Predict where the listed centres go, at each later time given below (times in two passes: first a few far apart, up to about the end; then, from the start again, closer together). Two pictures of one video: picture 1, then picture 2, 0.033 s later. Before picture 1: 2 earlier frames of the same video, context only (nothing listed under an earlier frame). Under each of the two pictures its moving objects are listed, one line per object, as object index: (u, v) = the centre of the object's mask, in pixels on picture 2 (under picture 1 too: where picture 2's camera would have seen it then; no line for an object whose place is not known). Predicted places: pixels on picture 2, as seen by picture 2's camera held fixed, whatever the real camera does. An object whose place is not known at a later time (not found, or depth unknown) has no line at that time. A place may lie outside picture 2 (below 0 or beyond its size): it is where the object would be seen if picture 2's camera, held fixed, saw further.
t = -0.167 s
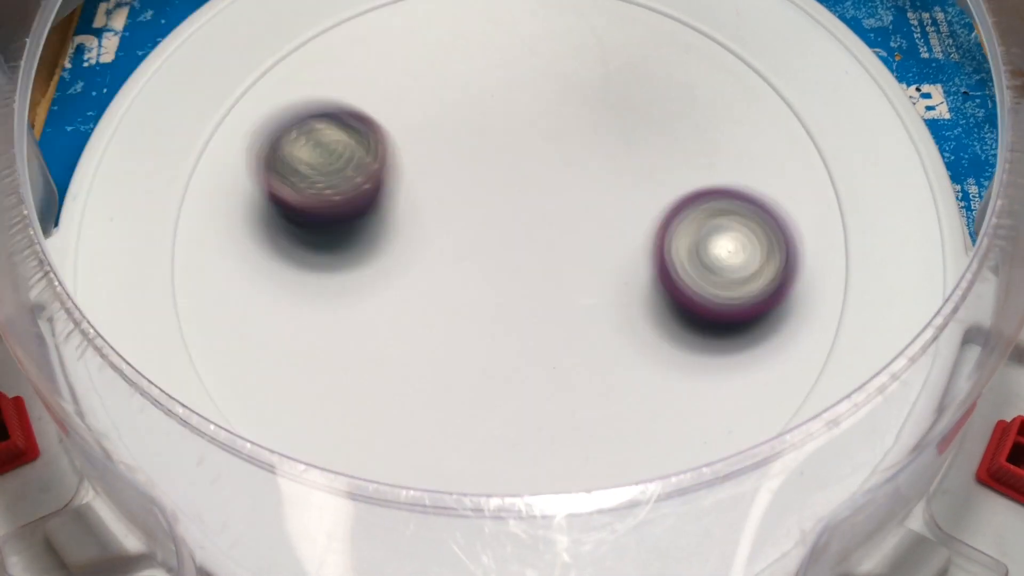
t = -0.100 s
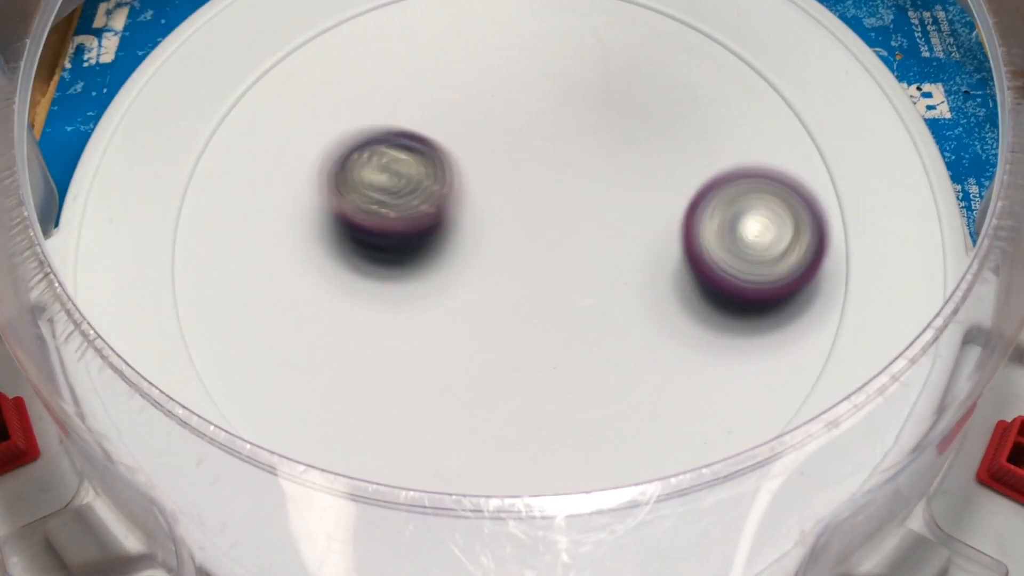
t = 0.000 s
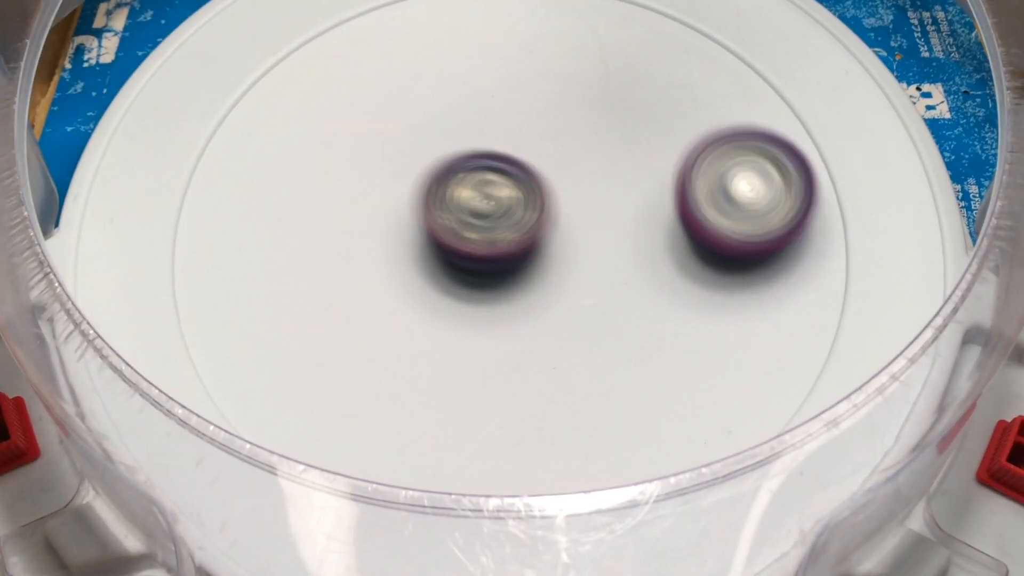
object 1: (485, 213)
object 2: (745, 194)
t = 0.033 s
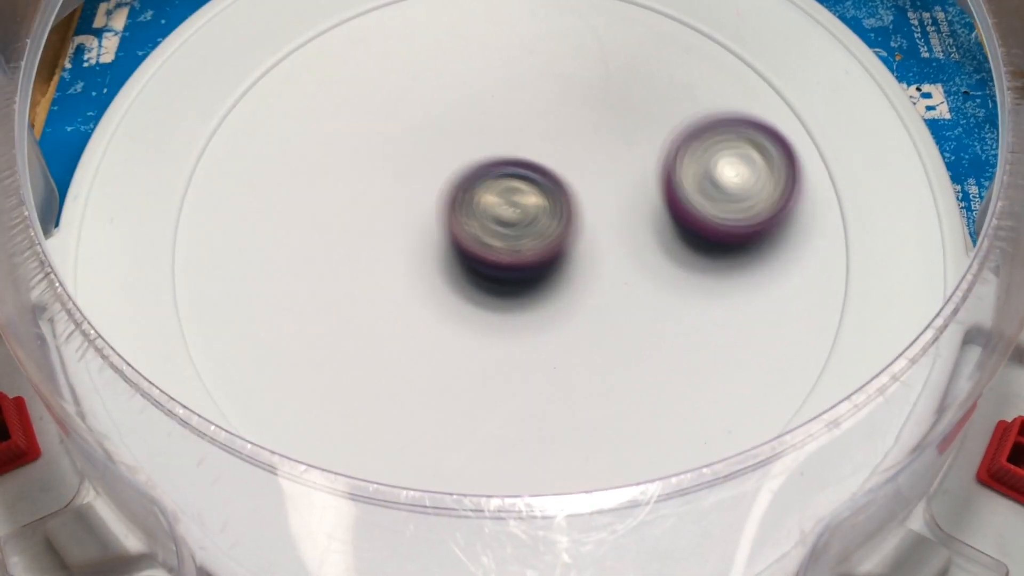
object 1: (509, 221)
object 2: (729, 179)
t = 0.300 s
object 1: (541, 199)
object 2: (541, 68)
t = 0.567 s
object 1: (428, 286)
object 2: (429, 155)
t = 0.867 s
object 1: (603, 380)
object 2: (696, 184)
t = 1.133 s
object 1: (586, 182)
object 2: (657, 8)
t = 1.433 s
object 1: (247, 204)
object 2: (378, 29)
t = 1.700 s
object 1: (253, 491)
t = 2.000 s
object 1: (737, 363)
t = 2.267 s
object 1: (582, 65)
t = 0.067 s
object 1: (530, 227)
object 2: (710, 163)
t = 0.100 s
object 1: (546, 230)
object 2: (689, 145)
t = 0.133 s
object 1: (556, 229)
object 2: (664, 127)
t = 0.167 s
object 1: (561, 227)
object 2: (639, 110)
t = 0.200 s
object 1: (561, 222)
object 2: (614, 94)
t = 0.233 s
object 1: (557, 215)
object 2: (590, 80)
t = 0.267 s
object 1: (550, 207)
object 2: (565, 70)
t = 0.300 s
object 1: (541, 199)
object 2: (541, 68)
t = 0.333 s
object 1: (528, 191)
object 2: (515, 72)
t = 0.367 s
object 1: (512, 195)
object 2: (492, 74)
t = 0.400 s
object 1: (493, 200)
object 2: (471, 79)
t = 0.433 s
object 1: (474, 208)
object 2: (453, 90)
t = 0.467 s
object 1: (455, 227)
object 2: (440, 98)
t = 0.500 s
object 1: (441, 247)
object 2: (430, 112)
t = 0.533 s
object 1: (432, 267)
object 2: (426, 131)
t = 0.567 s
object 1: (428, 286)
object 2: (429, 155)
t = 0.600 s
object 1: (432, 309)
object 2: (442, 182)
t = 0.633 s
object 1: (439, 338)
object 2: (467, 204)
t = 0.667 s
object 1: (450, 364)
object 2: (501, 215)
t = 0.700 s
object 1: (467, 387)
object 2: (532, 222)
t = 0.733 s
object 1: (489, 401)
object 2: (569, 224)
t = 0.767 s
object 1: (516, 408)
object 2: (607, 221)
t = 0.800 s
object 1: (545, 407)
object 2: (643, 212)
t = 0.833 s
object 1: (573, 397)
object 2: (673, 199)
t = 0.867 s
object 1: (603, 380)
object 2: (696, 184)
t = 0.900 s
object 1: (631, 355)
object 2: (711, 169)
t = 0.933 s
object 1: (655, 324)
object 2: (720, 149)
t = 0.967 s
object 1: (675, 286)
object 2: (720, 129)
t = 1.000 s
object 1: (685, 246)
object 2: (714, 111)
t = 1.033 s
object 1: (683, 208)
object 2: (703, 90)
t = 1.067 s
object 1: (657, 200)
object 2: (702, 44)
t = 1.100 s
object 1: (624, 192)
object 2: (686, 20)
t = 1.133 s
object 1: (586, 182)
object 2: (657, 8)
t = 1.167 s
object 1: (543, 175)
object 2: (626, 3)
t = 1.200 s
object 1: (499, 167)
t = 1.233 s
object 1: (455, 163)
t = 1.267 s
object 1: (411, 163)
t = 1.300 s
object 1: (369, 165)
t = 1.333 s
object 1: (330, 170)
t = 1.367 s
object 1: (297, 178)
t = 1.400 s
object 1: (269, 190)
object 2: (407, 12)
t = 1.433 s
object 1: (247, 204)
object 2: (378, 29)
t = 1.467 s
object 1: (233, 224)
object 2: (355, 53)
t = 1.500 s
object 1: (228, 242)
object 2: (337, 100)
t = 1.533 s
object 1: (231, 265)
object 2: (330, 159)
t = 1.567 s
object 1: (225, 305)
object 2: (349, 209)
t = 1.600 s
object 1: (211, 352)
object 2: (398, 237)
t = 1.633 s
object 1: (216, 397)
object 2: (456, 264)
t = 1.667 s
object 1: (233, 449)
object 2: (516, 287)
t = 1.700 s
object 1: (253, 491)
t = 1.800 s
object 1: (423, 540)
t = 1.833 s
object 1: (482, 542)
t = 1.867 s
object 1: (544, 524)
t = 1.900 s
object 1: (604, 508)
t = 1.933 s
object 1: (661, 473)
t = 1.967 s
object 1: (701, 409)
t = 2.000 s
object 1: (737, 363)
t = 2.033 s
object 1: (754, 301)
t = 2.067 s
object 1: (760, 241)
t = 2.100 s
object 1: (750, 198)
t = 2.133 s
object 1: (730, 171)
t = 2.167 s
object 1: (699, 144)
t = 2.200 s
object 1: (665, 111)
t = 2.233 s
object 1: (627, 86)
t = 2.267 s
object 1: (582, 65)
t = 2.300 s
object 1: (534, 50)
